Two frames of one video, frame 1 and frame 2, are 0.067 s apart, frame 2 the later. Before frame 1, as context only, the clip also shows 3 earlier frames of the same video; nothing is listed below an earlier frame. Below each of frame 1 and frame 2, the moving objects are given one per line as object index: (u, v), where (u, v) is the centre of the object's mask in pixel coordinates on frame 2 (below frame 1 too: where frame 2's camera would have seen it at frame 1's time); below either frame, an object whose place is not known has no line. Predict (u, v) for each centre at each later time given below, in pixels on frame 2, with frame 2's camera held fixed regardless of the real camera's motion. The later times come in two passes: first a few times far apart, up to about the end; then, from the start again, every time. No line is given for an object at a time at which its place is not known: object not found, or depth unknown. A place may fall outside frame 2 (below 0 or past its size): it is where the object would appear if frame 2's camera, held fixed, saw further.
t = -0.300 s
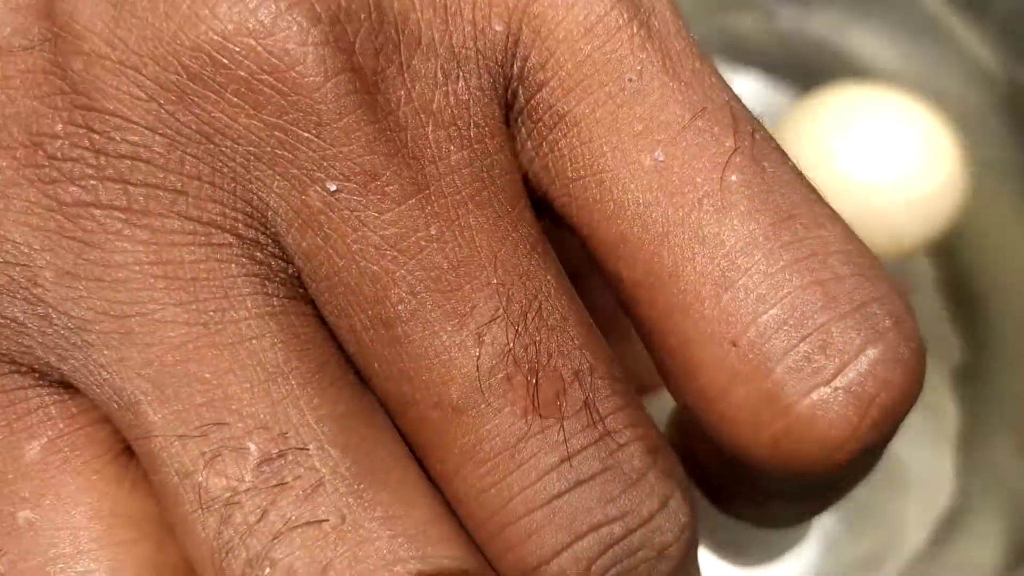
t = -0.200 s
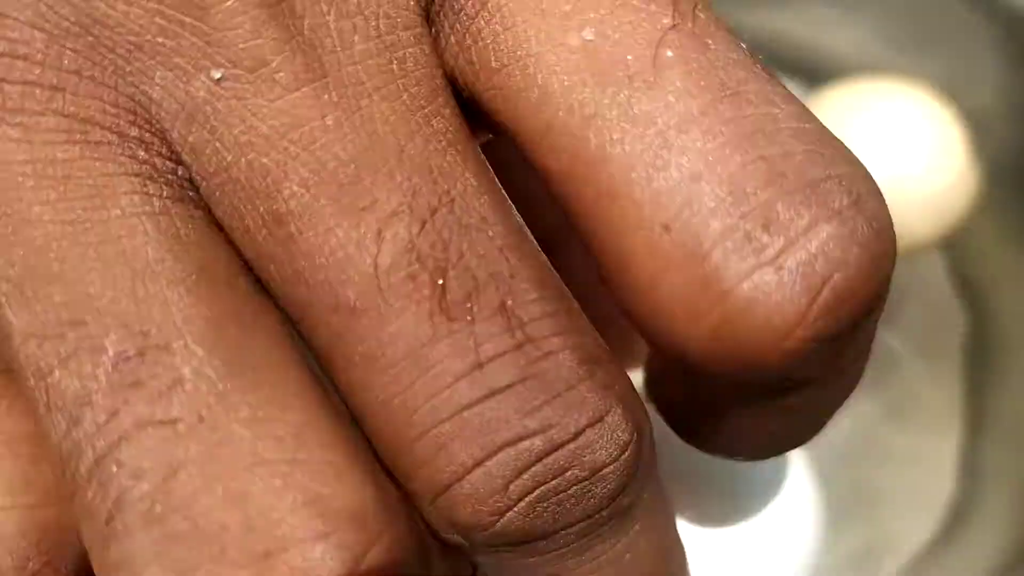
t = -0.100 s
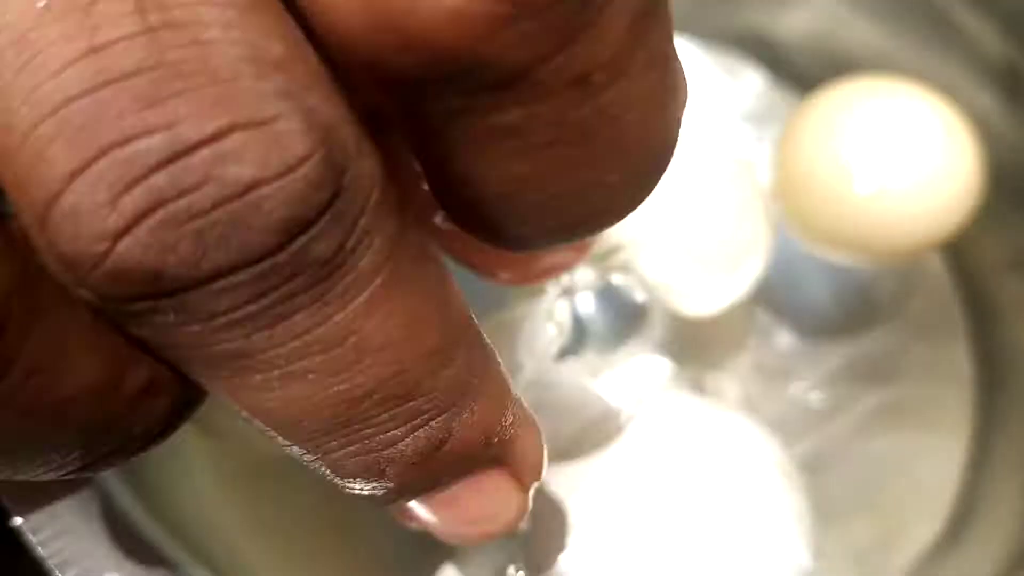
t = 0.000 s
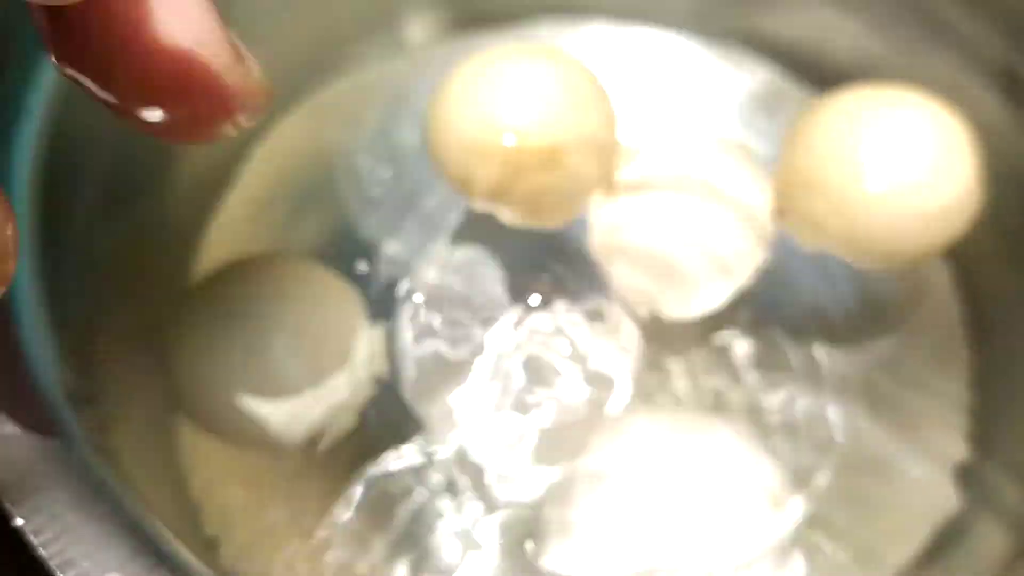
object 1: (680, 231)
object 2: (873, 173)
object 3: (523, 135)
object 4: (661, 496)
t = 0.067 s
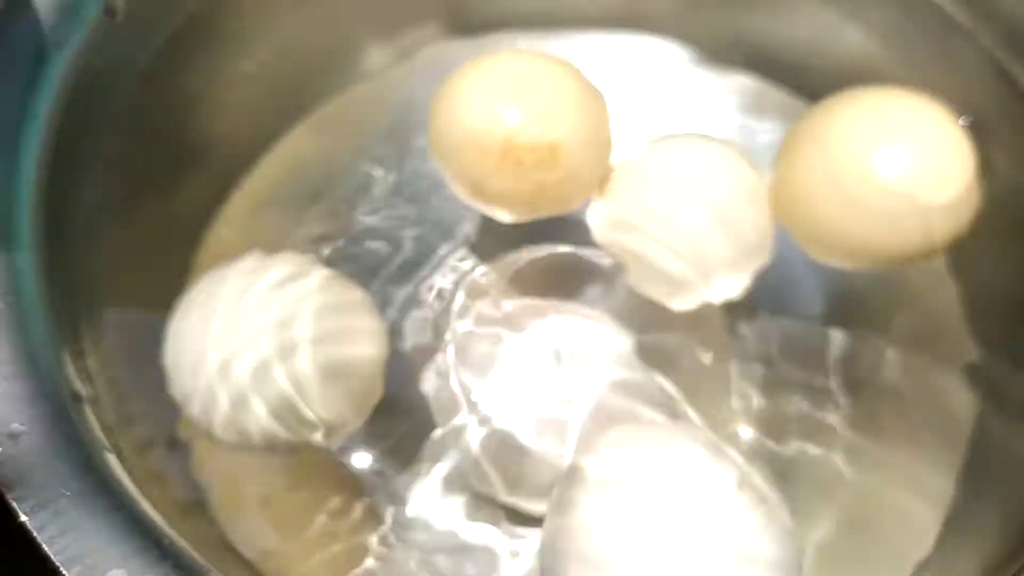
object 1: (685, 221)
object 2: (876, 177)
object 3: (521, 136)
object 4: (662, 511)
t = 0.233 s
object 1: (684, 215)
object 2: (884, 179)
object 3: (520, 121)
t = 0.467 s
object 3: (511, 105)
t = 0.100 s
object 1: (685, 219)
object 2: (879, 178)
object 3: (519, 133)
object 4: (664, 515)
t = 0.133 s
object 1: (685, 221)
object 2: (883, 177)
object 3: (518, 129)
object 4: (666, 518)
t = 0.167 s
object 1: (683, 215)
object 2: (882, 179)
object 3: (518, 127)
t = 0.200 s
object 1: (685, 213)
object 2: (884, 180)
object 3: (519, 124)
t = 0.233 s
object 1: (684, 215)
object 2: (884, 179)
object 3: (520, 121)
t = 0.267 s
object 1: (684, 215)
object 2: (886, 179)
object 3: (519, 115)
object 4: (658, 531)
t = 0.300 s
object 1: (683, 216)
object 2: (887, 183)
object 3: (515, 112)
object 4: (658, 535)
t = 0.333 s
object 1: (684, 215)
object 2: (891, 187)
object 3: (516, 110)
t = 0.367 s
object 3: (514, 108)
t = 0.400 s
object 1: (686, 216)
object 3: (512, 107)
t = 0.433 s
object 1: (686, 216)
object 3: (512, 107)
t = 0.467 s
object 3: (511, 105)
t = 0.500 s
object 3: (512, 99)
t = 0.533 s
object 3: (512, 95)
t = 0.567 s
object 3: (512, 92)
